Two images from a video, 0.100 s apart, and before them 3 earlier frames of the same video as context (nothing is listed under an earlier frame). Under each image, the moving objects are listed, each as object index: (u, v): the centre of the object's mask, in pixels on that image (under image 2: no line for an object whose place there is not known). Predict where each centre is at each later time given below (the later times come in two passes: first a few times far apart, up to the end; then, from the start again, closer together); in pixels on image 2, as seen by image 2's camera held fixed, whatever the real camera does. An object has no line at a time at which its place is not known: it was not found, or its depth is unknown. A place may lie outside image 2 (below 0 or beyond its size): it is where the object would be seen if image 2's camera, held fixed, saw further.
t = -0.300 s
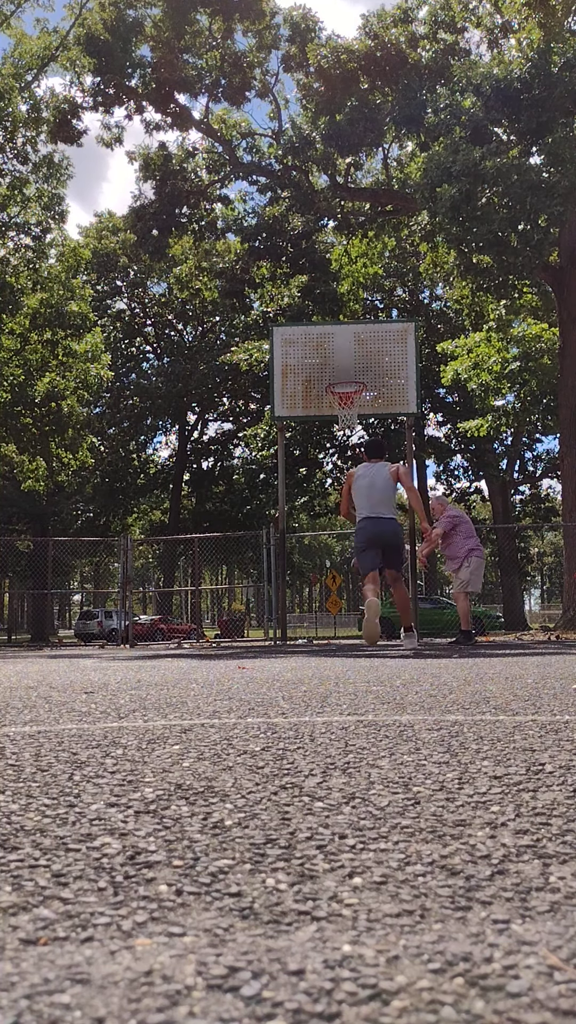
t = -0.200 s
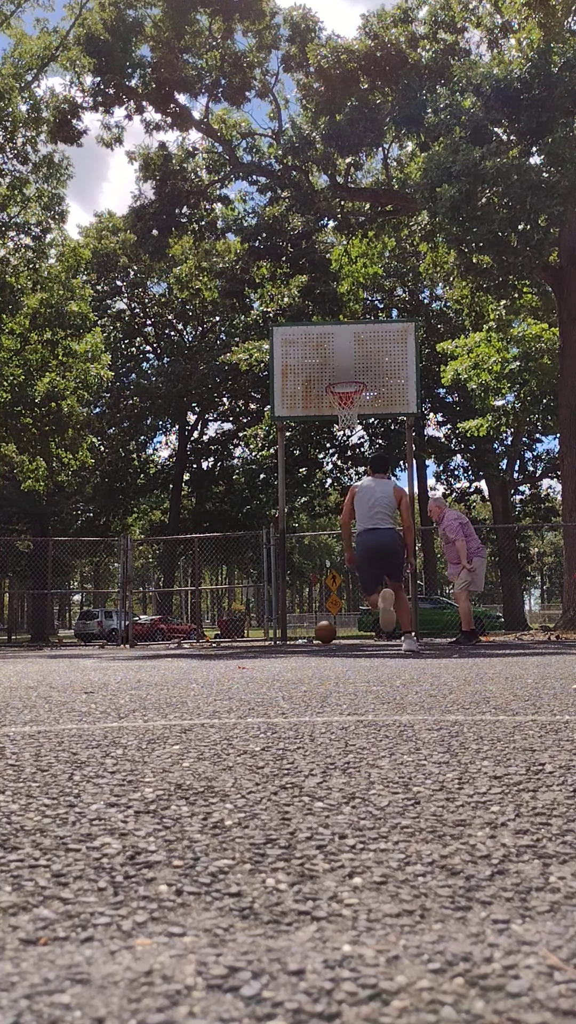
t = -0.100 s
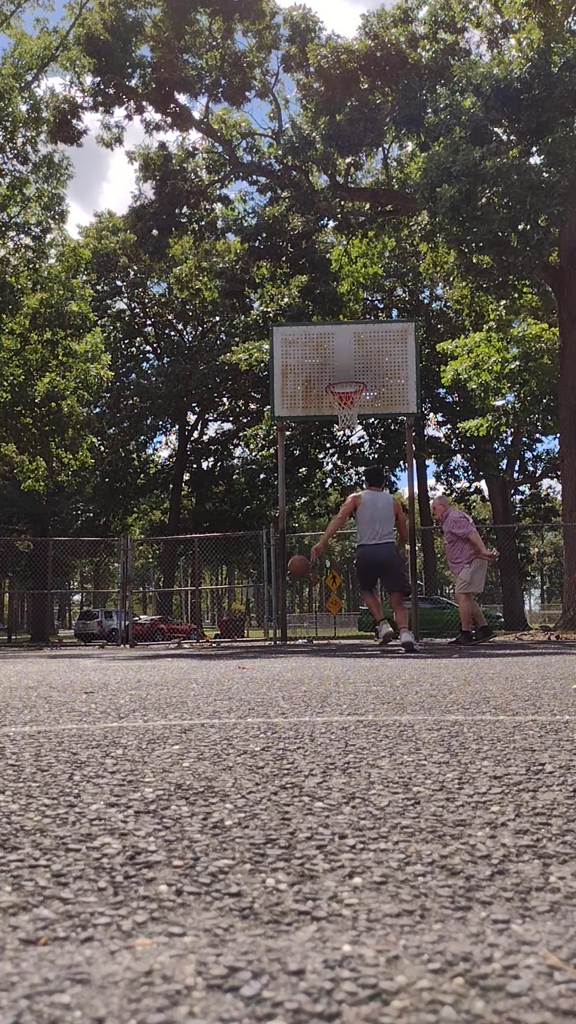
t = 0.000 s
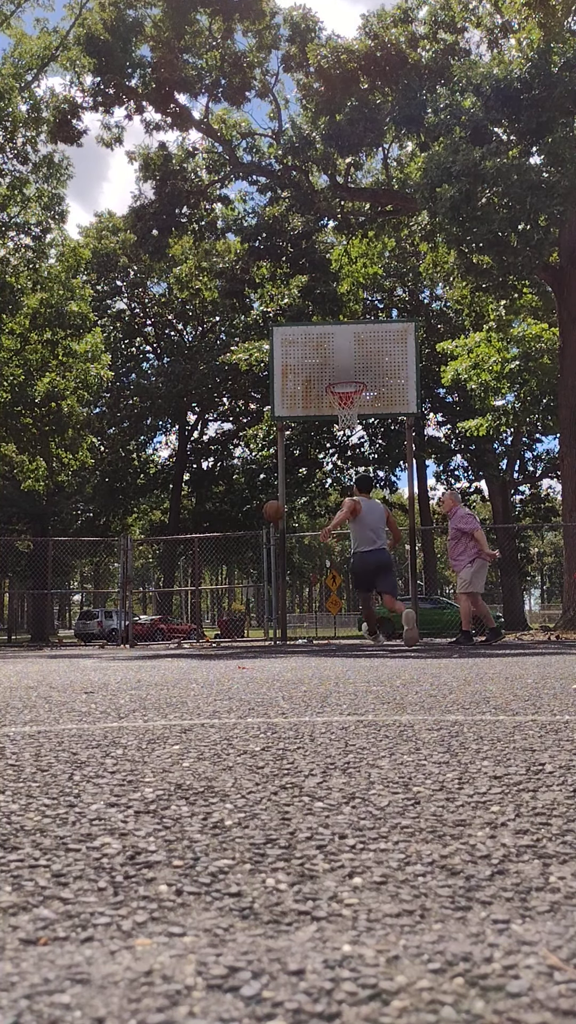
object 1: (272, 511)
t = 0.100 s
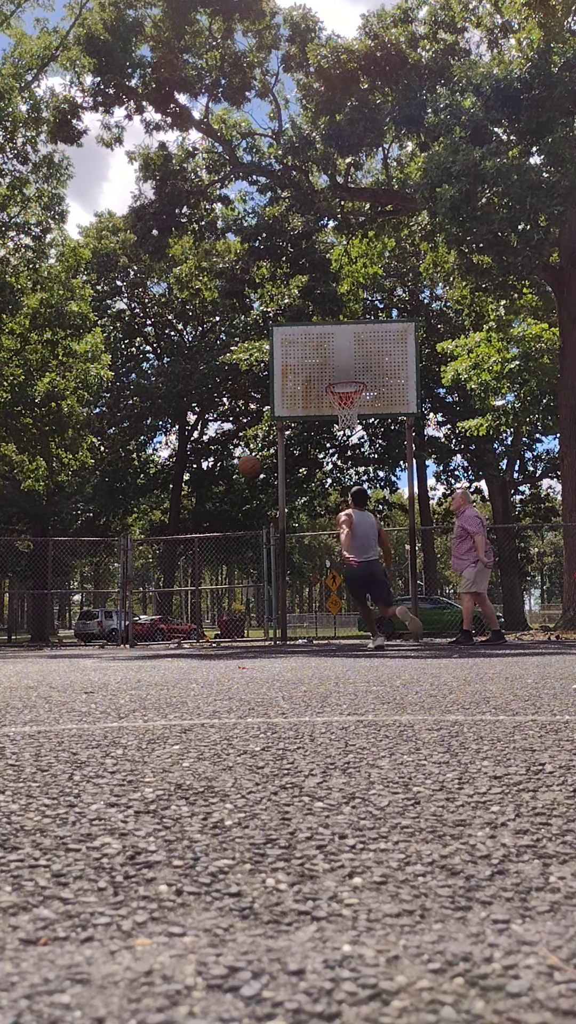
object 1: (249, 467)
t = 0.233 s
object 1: (216, 419)
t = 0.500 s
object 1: (153, 376)
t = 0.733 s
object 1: (98, 386)
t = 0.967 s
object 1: (43, 442)
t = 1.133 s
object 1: (7, 511)
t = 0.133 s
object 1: (240, 452)
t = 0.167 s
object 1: (232, 440)
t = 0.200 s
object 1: (224, 430)
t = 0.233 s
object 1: (216, 419)
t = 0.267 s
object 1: (208, 411)
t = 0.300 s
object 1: (200, 403)
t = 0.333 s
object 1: (192, 396)
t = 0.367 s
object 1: (184, 390)
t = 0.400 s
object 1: (176, 385)
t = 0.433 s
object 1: (168, 381)
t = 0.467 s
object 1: (160, 378)
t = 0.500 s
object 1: (153, 376)
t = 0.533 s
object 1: (145, 375)
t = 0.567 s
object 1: (137, 374)
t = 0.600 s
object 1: (129, 374)
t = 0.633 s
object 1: (122, 377)
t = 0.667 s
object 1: (113, 379)
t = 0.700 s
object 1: (105, 382)
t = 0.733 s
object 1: (98, 386)
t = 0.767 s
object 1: (90, 392)
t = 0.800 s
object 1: (82, 397)
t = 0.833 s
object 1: (75, 404)
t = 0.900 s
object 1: (59, 422)
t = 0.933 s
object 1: (51, 431)
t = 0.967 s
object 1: (43, 442)
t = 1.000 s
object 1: (36, 454)
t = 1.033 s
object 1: (27, 468)
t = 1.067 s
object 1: (20, 482)
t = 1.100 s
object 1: (12, 496)
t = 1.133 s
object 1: (7, 511)
